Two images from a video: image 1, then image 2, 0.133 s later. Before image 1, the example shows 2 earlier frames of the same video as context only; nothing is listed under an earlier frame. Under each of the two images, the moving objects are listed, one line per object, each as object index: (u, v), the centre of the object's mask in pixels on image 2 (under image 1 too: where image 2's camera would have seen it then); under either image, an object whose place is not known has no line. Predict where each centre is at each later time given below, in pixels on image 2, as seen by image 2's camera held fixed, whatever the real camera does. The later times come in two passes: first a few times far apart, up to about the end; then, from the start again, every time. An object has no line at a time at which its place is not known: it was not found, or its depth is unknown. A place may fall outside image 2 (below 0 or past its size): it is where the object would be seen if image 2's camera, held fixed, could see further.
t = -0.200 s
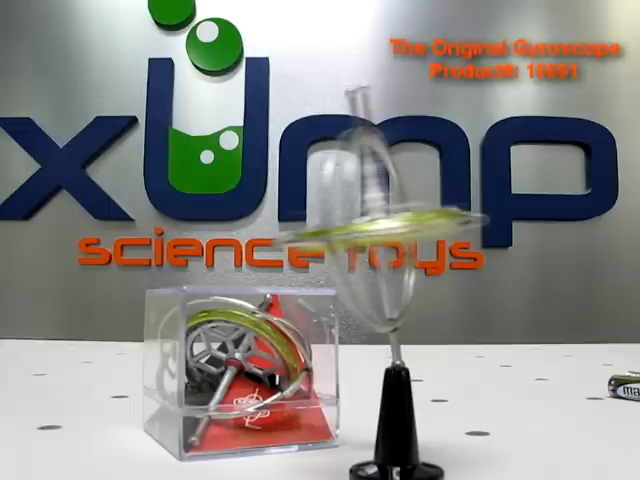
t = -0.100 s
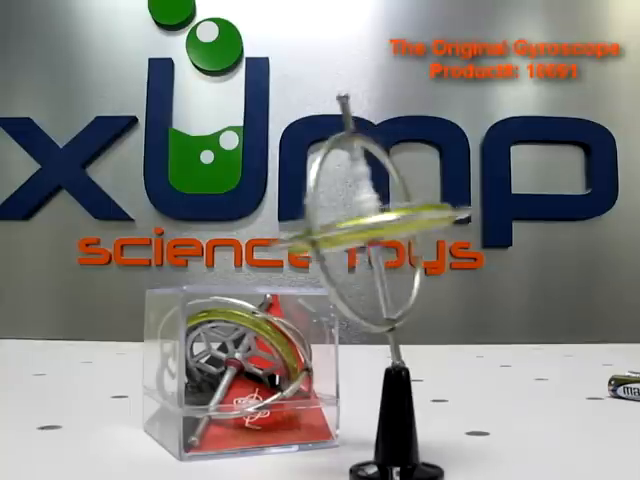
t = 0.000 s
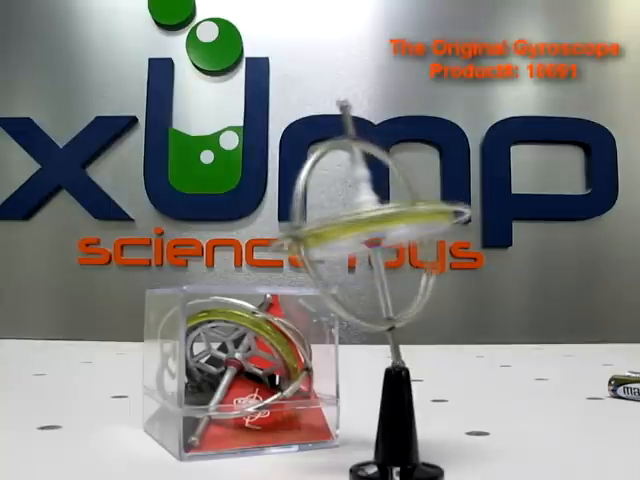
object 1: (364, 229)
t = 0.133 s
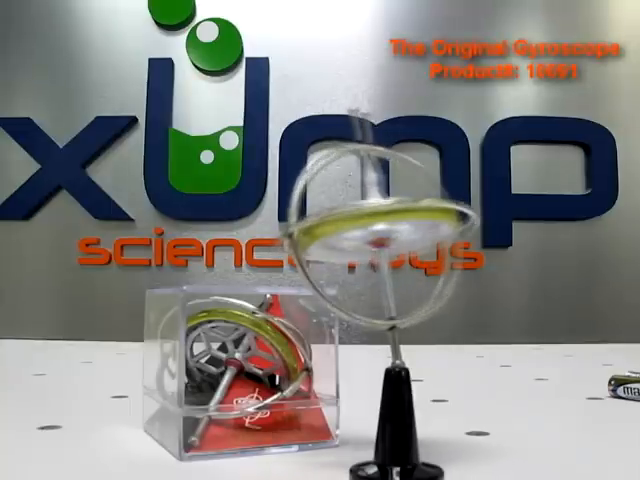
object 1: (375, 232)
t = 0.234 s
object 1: (387, 235)
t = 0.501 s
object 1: (426, 234)
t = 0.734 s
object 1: (432, 225)
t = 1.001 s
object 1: (379, 221)
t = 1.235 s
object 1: (362, 231)
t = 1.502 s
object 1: (393, 236)
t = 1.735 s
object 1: (423, 229)
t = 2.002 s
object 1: (414, 221)
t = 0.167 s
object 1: (378, 234)
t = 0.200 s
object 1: (380, 232)
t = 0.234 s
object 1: (387, 235)
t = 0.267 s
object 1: (392, 233)
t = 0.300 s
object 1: (397, 235)
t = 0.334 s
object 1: (403, 233)
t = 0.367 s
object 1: (408, 236)
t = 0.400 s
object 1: (414, 233)
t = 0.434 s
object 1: (417, 234)
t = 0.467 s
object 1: (421, 233)
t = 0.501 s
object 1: (426, 234)
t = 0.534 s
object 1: (427, 231)
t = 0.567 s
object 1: (432, 232)
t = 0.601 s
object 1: (434, 230)
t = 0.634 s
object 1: (434, 230)
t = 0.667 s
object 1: (434, 229)
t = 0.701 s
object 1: (432, 228)
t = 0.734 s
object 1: (432, 225)
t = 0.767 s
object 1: (427, 225)
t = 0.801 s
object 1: (425, 216)
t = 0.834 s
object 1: (416, 221)
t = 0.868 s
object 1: (408, 216)
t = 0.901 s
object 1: (402, 224)
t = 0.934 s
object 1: (394, 224)
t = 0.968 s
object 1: (386, 226)
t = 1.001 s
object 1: (379, 221)
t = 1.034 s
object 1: (376, 226)
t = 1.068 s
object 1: (370, 227)
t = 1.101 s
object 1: (366, 228)
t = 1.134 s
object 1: (363, 231)
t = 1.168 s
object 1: (362, 230)
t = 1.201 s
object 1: (362, 230)
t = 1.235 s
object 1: (362, 231)
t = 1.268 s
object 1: (364, 231)
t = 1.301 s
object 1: (366, 233)
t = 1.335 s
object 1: (368, 232)
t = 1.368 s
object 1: (373, 235)
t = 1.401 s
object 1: (374, 231)
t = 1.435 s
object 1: (382, 235)
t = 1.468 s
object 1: (386, 234)
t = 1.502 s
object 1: (393, 236)
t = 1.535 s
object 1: (398, 234)
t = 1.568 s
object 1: (404, 235)
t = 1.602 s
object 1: (409, 232)
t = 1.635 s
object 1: (413, 233)
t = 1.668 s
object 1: (417, 231)
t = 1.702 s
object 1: (423, 230)
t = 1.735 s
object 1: (423, 229)
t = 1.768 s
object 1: (431, 229)
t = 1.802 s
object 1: (431, 229)
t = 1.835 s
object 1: (433, 228)
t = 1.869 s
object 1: (433, 223)
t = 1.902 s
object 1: (429, 222)
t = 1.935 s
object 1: (425, 220)
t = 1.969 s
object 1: (423, 224)
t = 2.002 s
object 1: (414, 221)
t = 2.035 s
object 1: (412, 225)
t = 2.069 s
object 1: (400, 228)
